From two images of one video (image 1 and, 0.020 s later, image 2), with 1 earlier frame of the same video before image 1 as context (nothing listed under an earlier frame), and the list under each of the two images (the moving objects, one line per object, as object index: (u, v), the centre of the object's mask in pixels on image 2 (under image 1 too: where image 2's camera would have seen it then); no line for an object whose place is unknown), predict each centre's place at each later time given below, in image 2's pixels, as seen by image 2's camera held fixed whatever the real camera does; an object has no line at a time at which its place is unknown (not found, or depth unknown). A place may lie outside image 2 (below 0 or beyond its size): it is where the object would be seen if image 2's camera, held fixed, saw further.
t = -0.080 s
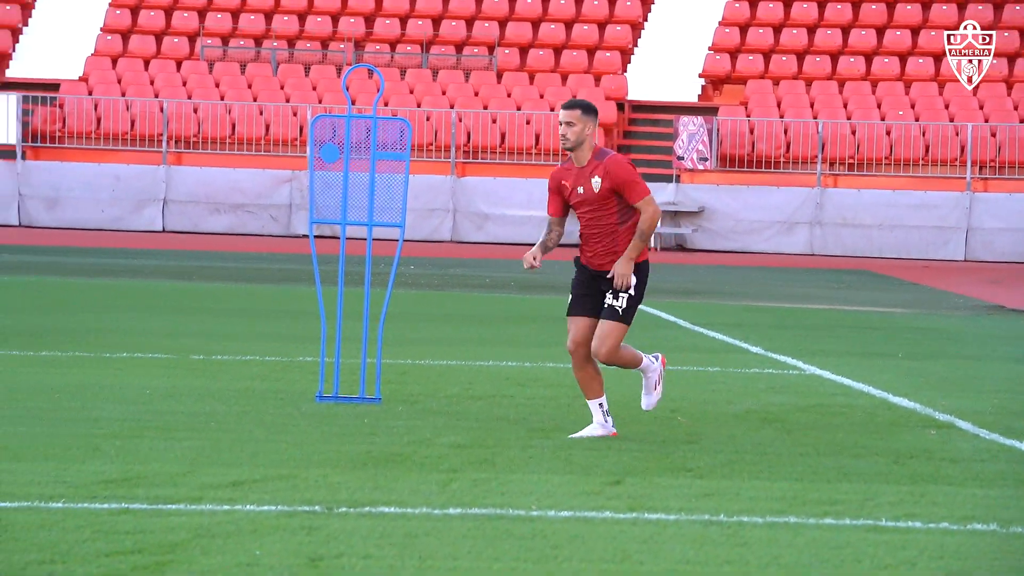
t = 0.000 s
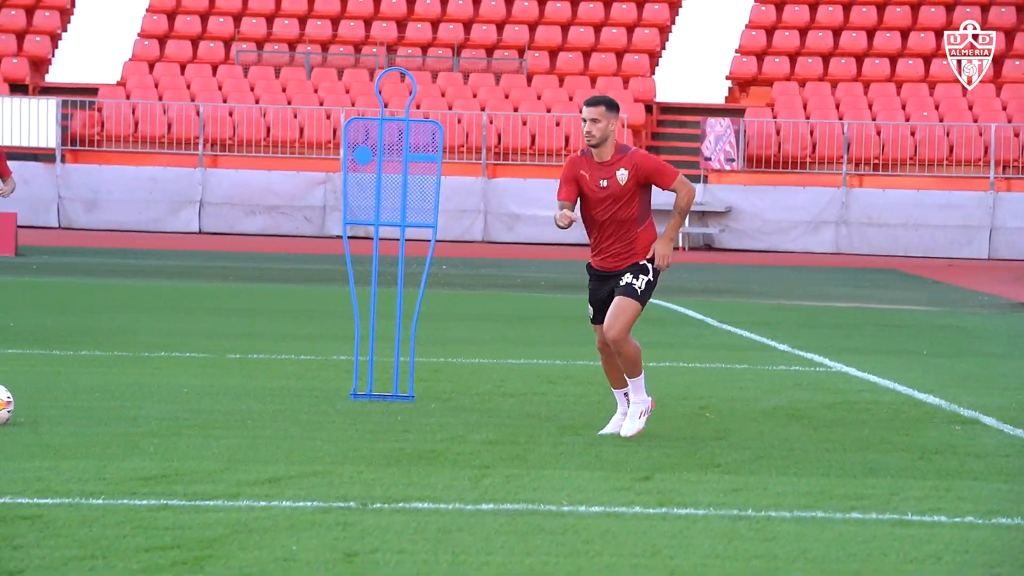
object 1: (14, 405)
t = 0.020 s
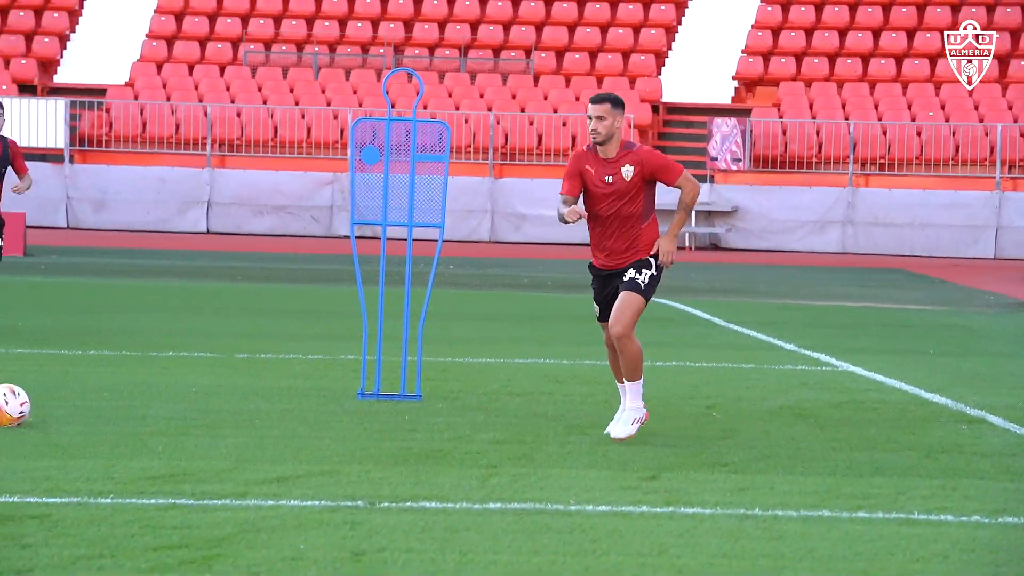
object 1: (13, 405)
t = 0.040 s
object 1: (14, 407)
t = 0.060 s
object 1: (21, 409)
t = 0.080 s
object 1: (28, 412)
